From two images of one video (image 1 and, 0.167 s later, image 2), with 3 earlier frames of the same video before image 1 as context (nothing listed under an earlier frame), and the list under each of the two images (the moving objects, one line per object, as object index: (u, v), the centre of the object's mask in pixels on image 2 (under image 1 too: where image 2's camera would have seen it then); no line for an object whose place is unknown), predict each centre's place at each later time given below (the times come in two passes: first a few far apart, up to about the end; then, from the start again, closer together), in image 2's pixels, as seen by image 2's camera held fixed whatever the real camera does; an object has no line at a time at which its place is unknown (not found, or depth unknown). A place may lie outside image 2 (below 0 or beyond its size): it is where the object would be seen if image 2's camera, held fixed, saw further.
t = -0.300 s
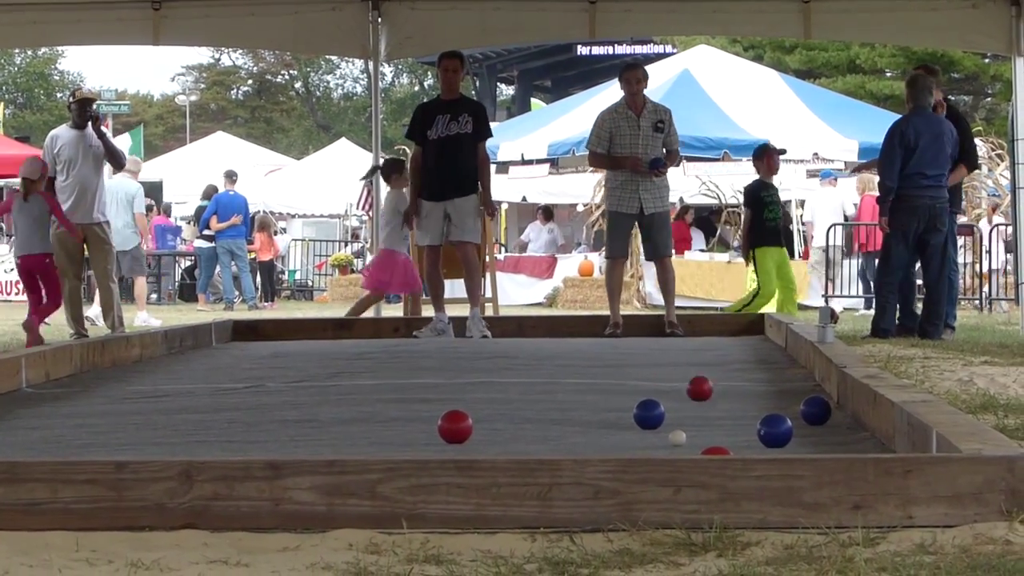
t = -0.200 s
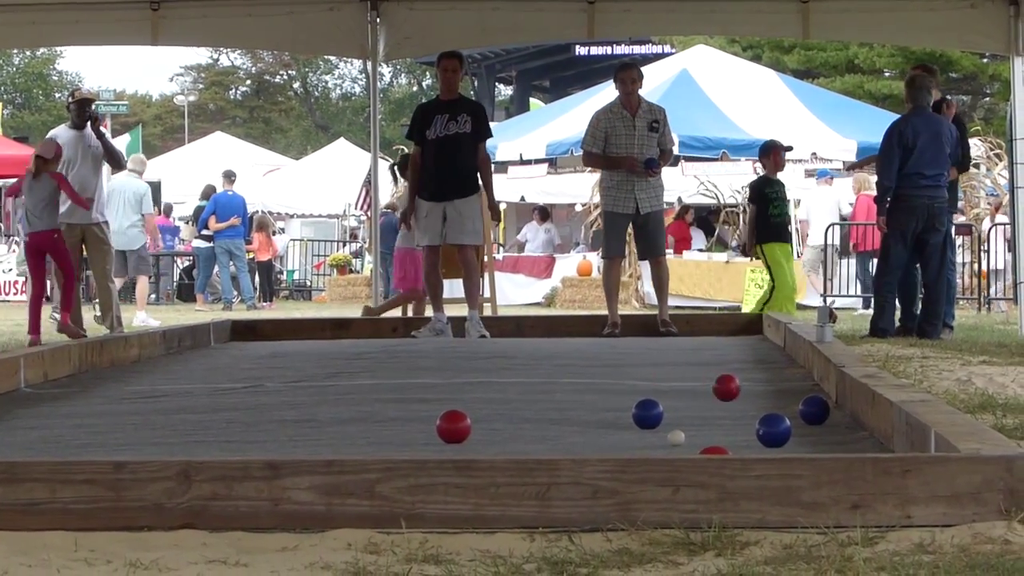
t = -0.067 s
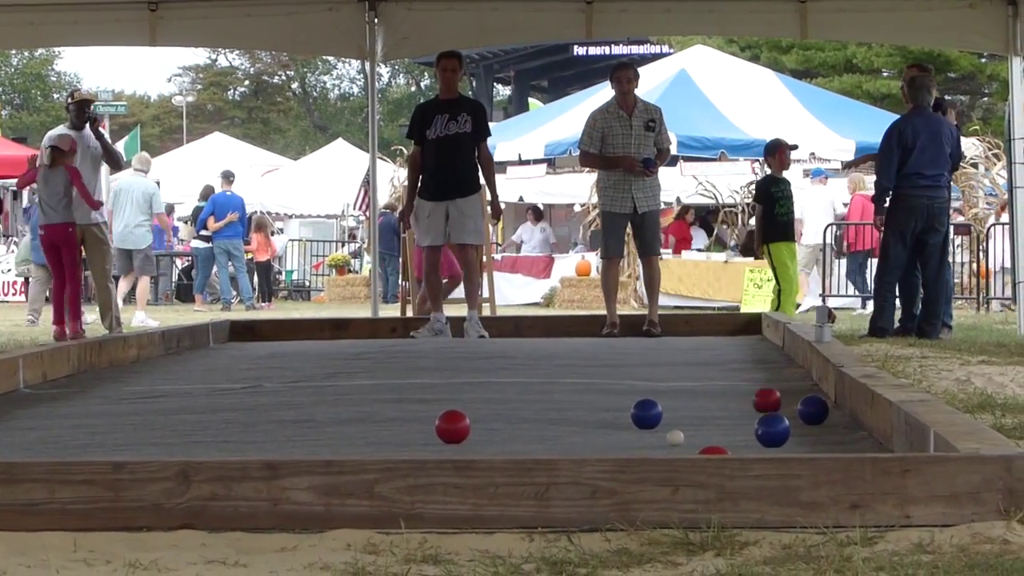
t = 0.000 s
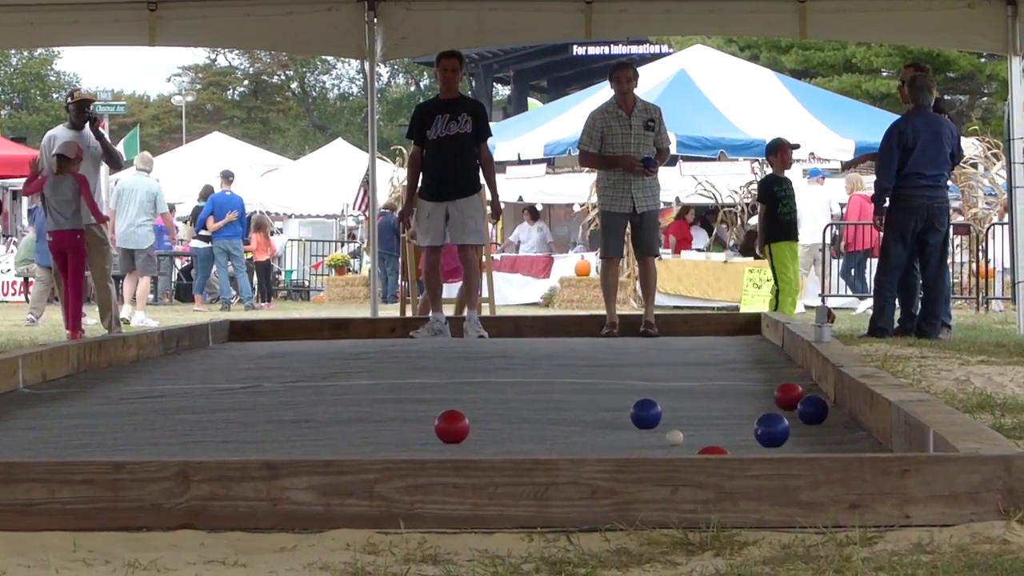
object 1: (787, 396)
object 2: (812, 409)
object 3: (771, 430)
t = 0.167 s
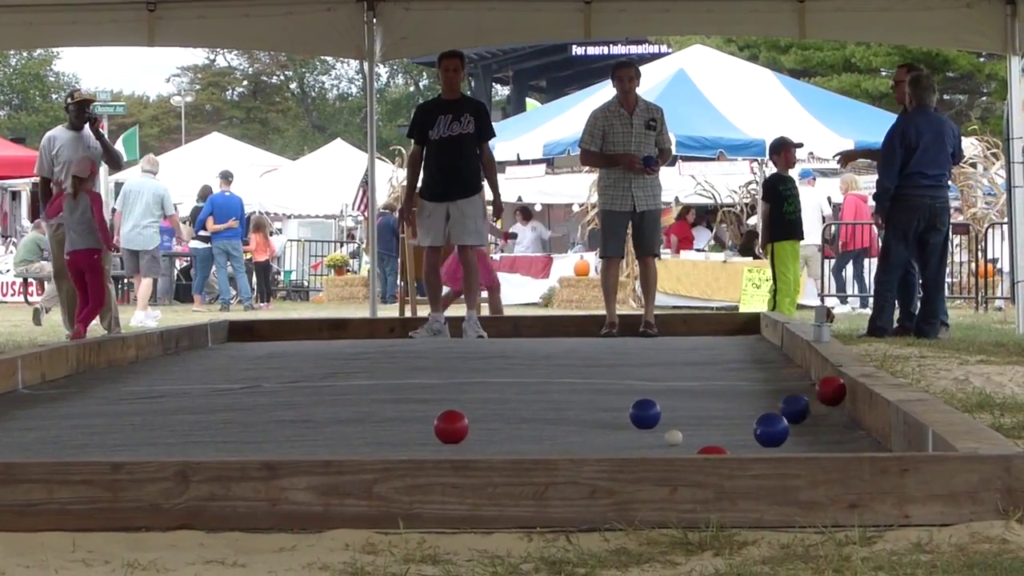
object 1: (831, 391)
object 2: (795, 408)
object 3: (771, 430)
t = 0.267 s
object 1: (818, 378)
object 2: (743, 413)
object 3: (771, 430)
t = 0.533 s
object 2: (624, 419)
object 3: (771, 430)
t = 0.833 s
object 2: (500, 419)
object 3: (771, 430)
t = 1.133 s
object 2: (378, 423)
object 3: (715, 431)
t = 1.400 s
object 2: (272, 429)
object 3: (646, 436)
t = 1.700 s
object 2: (153, 436)
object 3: (572, 441)
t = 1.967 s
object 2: (51, 442)
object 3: (514, 440)
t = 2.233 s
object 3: (470, 441)
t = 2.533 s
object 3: (434, 443)
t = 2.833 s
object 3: (411, 443)
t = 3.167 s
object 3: (401, 444)
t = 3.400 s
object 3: (401, 444)
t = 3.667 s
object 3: (405, 444)
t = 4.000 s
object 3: (407, 444)
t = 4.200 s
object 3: (407, 444)
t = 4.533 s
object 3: (407, 444)
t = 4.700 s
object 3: (407, 444)
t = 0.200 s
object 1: (827, 384)
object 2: (778, 404)
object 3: (771, 430)
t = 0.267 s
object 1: (818, 378)
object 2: (743, 413)
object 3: (771, 430)
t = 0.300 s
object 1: (813, 380)
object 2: (728, 412)
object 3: (771, 430)
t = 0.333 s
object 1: (809, 386)
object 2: (712, 413)
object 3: (771, 430)
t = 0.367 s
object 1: (804, 395)
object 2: (697, 417)
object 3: (771, 430)
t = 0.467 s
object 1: (795, 408)
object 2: (653, 419)
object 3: (771, 430)
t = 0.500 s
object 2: (639, 419)
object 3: (771, 430)
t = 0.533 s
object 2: (624, 419)
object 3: (771, 430)
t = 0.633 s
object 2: (581, 420)
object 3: (771, 430)
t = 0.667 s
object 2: (568, 419)
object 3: (771, 430)
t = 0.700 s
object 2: (554, 418)
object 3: (771, 430)
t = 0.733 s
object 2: (541, 418)
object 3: (771, 430)
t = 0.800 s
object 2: (513, 419)
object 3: (771, 430)
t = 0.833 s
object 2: (500, 419)
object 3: (771, 430)
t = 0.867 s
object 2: (486, 420)
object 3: (770, 430)
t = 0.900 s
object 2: (476, 419)
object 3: (770, 430)
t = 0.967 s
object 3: (766, 430)
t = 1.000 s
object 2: (427, 420)
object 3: (754, 430)
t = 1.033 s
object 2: (418, 422)
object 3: (744, 431)
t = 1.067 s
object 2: (405, 423)
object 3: (733, 431)
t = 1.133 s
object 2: (378, 423)
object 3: (715, 431)
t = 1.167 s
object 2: (365, 424)
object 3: (706, 432)
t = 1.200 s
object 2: (352, 425)
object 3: (697, 433)
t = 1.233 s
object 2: (339, 426)
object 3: (689, 434)
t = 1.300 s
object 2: (312, 427)
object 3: (672, 435)
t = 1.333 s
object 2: (299, 428)
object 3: (663, 436)
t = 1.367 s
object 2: (285, 429)
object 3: (654, 435)
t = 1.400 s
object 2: (272, 429)
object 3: (646, 436)
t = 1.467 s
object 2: (245, 432)
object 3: (630, 437)
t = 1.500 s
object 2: (232, 432)
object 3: (622, 438)
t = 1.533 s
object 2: (219, 432)
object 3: (614, 438)
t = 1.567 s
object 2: (205, 433)
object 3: (605, 439)
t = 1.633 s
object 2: (179, 435)
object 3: (588, 441)
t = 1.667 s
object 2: (165, 434)
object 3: (580, 441)
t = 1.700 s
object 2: (153, 436)
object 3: (572, 441)
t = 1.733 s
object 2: (140, 436)
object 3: (563, 441)
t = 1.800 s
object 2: (114, 437)
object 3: (548, 441)
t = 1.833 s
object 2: (102, 438)
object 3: (541, 440)
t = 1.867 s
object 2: (89, 439)
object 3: (534, 440)
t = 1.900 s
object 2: (77, 440)
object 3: (527, 440)
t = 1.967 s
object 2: (51, 442)
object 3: (514, 440)
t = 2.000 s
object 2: (38, 442)
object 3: (508, 440)
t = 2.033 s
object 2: (26, 442)
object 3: (502, 440)
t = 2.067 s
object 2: (14, 443)
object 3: (496, 440)
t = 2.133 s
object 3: (485, 441)
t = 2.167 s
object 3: (480, 441)
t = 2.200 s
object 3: (475, 441)
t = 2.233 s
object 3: (470, 441)
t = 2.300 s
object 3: (461, 442)
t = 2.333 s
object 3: (457, 442)
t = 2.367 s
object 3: (453, 442)
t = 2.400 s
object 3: (449, 442)
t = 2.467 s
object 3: (441, 443)
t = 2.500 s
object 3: (437, 442)
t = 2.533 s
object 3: (434, 443)
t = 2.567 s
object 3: (430, 443)
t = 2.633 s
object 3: (424, 443)
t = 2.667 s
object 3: (422, 443)
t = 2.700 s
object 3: (419, 443)
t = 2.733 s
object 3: (417, 443)
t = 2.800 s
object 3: (413, 443)
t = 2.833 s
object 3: (411, 443)
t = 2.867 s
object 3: (410, 443)
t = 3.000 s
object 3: (404, 443)
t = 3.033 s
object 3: (404, 443)
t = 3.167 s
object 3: (401, 444)
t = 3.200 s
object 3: (401, 444)
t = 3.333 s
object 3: (400, 444)
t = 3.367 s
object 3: (401, 444)
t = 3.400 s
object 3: (401, 444)
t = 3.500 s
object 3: (402, 444)
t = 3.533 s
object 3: (403, 444)
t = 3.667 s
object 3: (405, 444)
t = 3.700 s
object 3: (405, 444)
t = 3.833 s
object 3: (406, 444)
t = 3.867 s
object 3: (406, 444)
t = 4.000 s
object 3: (407, 444)
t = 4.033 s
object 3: (407, 444)
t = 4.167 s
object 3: (407, 444)
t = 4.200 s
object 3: (407, 444)
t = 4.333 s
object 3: (407, 444)
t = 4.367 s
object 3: (407, 444)
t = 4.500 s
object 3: (407, 444)
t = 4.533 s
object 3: (407, 444)
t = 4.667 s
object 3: (407, 444)
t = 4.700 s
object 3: (407, 444)
